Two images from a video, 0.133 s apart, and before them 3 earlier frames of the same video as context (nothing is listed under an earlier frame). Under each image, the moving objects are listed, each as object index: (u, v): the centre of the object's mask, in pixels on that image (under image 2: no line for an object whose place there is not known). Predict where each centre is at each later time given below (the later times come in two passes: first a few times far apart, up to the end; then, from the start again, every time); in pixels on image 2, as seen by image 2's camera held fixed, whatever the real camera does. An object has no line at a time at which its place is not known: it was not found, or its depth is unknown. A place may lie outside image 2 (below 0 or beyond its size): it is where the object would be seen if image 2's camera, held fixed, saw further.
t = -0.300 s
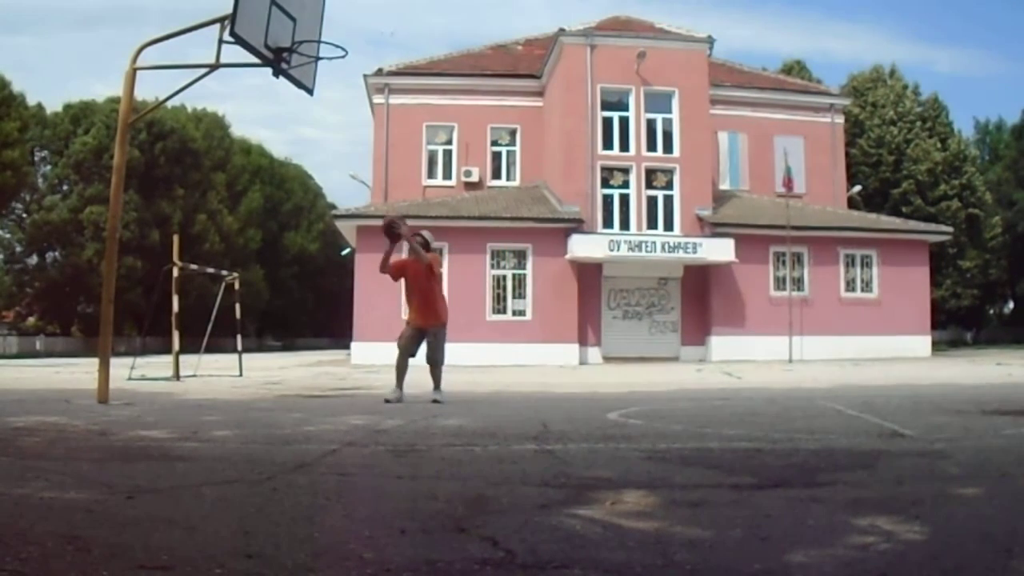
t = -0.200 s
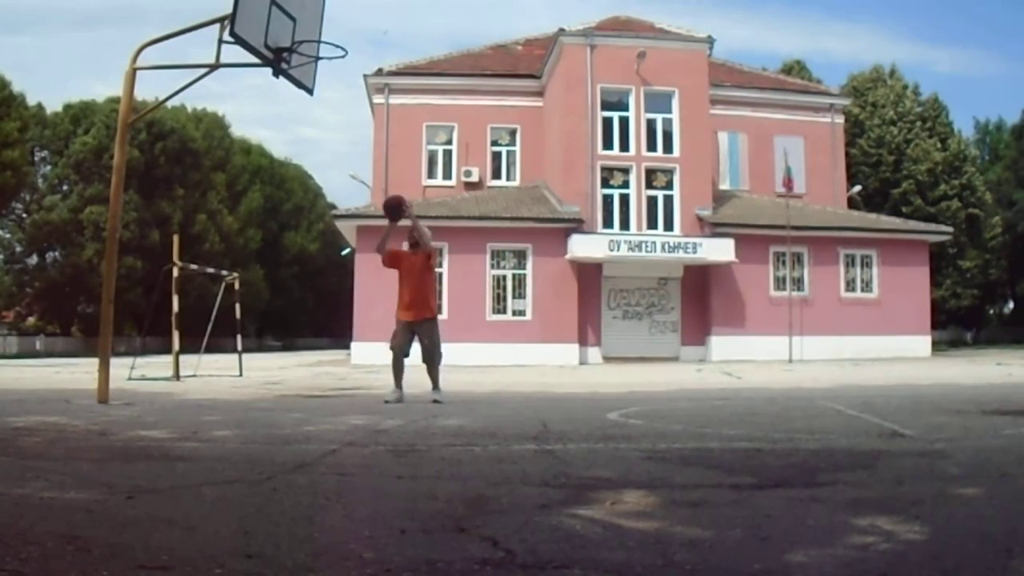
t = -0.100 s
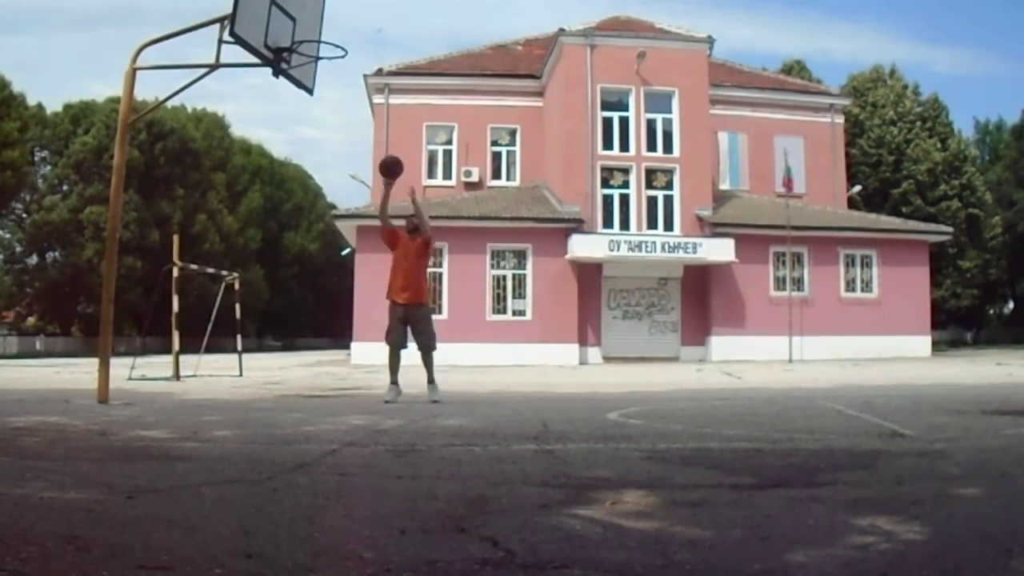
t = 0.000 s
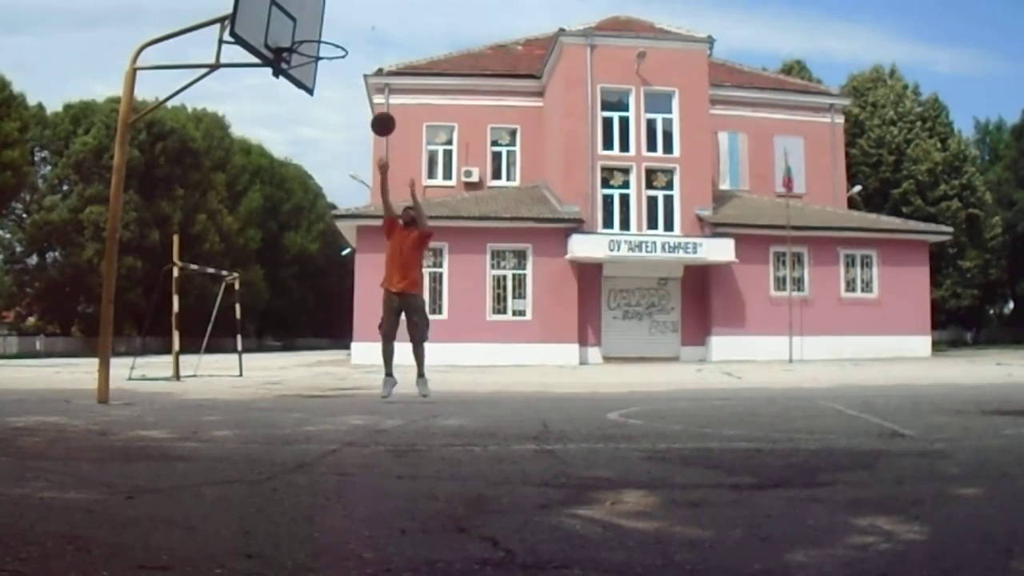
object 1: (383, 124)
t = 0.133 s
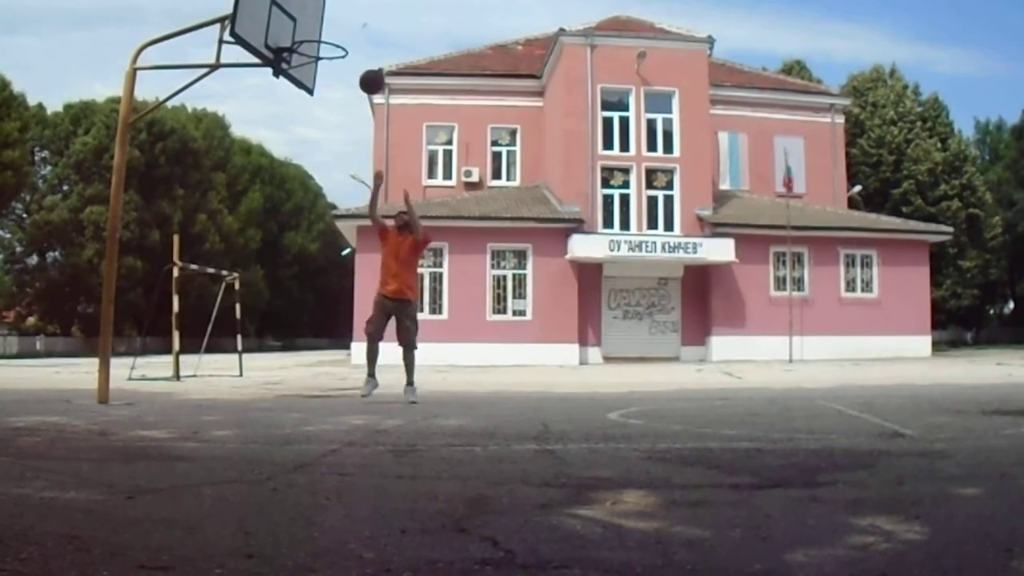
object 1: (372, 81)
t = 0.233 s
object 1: (362, 61)
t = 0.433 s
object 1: (350, 47)
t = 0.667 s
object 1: (371, 62)
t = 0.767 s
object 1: (379, 86)
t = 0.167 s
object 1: (369, 74)
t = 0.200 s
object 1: (365, 67)
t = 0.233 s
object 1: (362, 61)
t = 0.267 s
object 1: (359, 57)
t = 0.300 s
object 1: (356, 53)
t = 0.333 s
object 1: (352, 51)
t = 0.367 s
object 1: (349, 50)
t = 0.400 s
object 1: (347, 49)
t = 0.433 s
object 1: (350, 47)
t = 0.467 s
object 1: (353, 45)
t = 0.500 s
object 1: (356, 45)
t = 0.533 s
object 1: (359, 46)
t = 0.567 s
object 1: (362, 48)
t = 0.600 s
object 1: (365, 52)
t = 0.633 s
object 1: (368, 56)
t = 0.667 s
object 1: (371, 62)
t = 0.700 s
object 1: (373, 69)
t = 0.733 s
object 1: (376, 77)
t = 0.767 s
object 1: (379, 86)
